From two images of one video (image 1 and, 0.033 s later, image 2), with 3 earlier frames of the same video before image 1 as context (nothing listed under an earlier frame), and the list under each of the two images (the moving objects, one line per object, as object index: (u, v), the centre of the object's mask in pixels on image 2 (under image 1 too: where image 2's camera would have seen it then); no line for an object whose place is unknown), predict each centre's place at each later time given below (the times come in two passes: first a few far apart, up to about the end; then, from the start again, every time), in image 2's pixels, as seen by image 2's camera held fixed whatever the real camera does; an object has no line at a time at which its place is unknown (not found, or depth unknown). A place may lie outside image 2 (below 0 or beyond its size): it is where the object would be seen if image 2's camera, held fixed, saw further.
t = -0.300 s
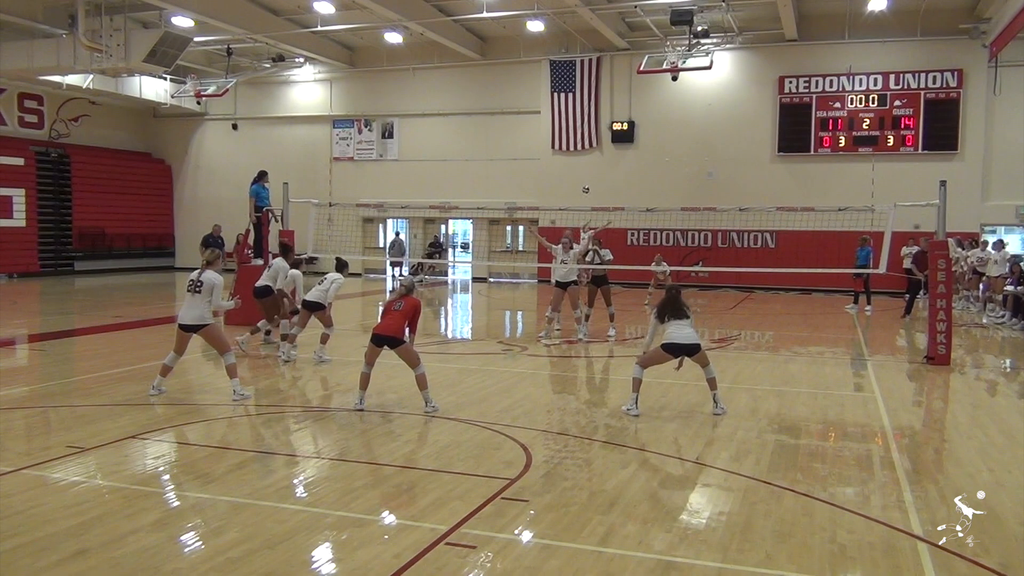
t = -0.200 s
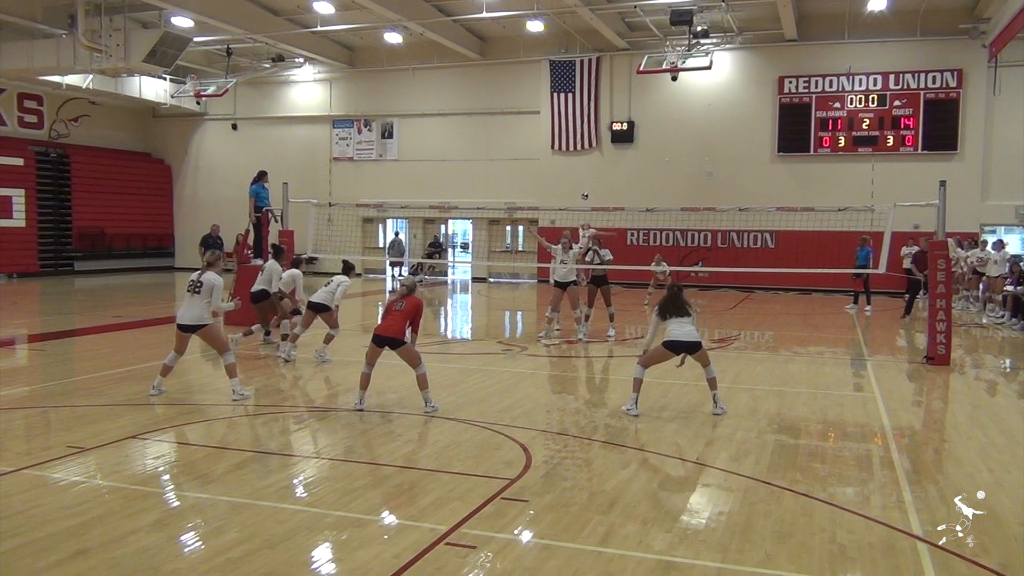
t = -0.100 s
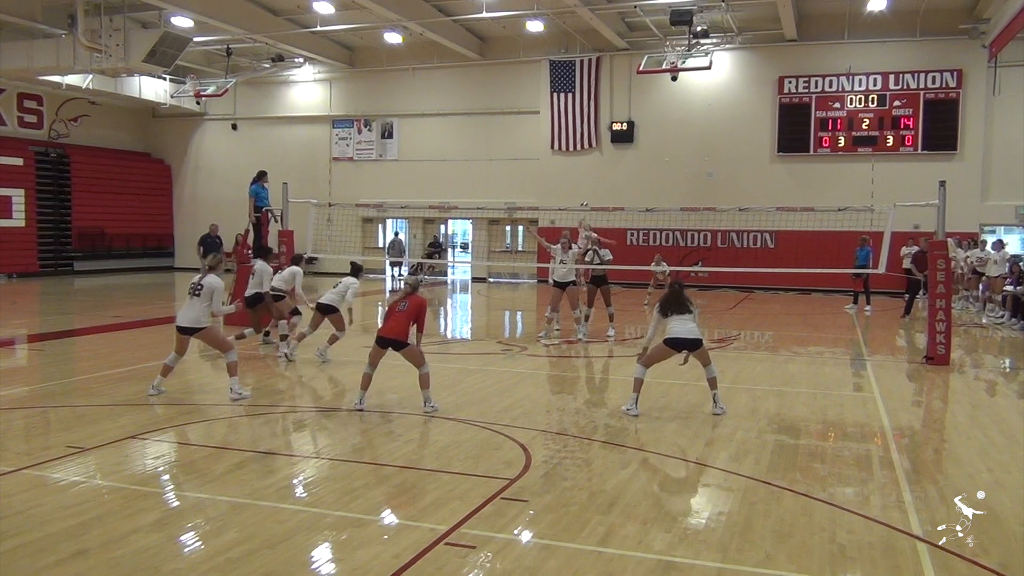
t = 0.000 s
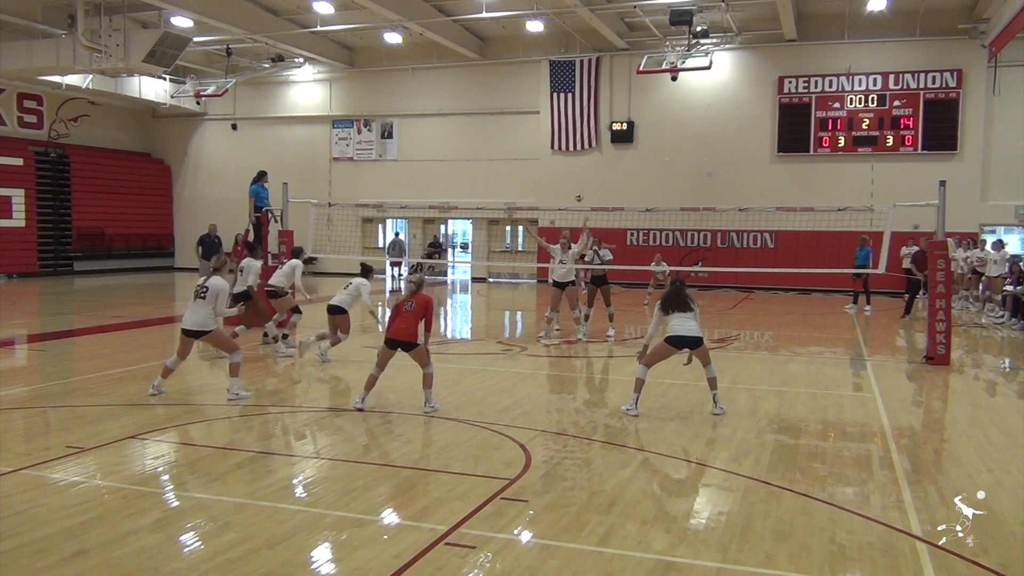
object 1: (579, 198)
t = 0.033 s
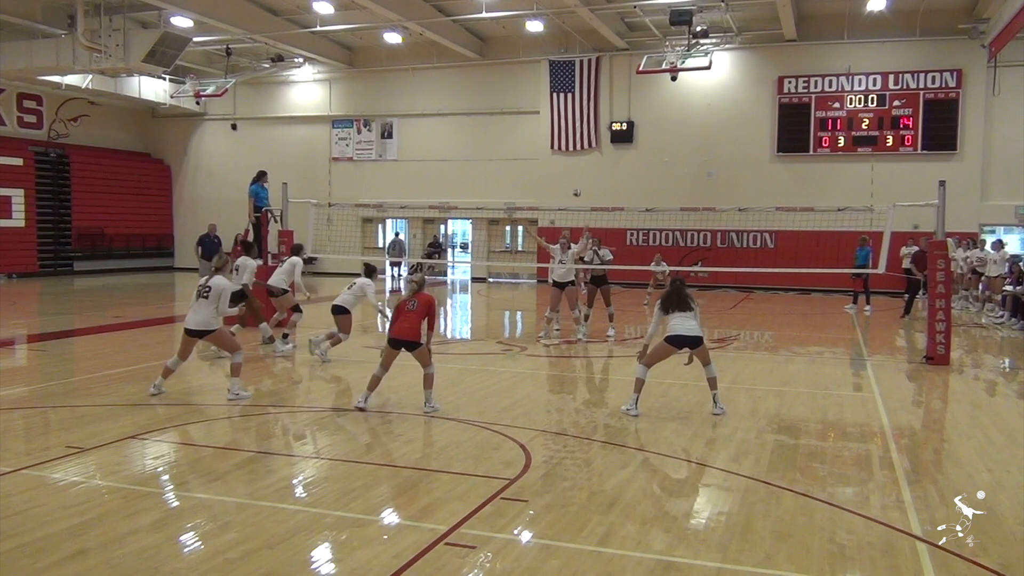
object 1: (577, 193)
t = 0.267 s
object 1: (559, 169)
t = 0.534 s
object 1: (534, 172)
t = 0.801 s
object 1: (505, 208)
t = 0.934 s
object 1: (490, 229)
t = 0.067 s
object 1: (574, 188)
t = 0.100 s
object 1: (572, 184)
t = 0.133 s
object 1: (569, 180)
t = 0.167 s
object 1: (567, 177)
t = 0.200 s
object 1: (564, 174)
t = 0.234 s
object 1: (561, 172)
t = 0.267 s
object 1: (559, 169)
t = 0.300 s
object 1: (556, 168)
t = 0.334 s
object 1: (553, 167)
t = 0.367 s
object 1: (551, 167)
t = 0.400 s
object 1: (547, 166)
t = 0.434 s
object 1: (544, 167)
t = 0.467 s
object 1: (540, 168)
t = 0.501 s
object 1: (538, 169)
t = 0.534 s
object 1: (534, 172)
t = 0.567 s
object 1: (531, 175)
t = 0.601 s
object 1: (527, 179)
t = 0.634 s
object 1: (523, 183)
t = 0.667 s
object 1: (519, 188)
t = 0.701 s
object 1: (515, 194)
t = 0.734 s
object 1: (511, 201)
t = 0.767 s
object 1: (508, 204)
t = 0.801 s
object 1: (505, 208)
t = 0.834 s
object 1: (501, 212)
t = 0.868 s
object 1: (499, 216)
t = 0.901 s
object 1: (494, 223)
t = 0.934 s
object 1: (490, 229)
